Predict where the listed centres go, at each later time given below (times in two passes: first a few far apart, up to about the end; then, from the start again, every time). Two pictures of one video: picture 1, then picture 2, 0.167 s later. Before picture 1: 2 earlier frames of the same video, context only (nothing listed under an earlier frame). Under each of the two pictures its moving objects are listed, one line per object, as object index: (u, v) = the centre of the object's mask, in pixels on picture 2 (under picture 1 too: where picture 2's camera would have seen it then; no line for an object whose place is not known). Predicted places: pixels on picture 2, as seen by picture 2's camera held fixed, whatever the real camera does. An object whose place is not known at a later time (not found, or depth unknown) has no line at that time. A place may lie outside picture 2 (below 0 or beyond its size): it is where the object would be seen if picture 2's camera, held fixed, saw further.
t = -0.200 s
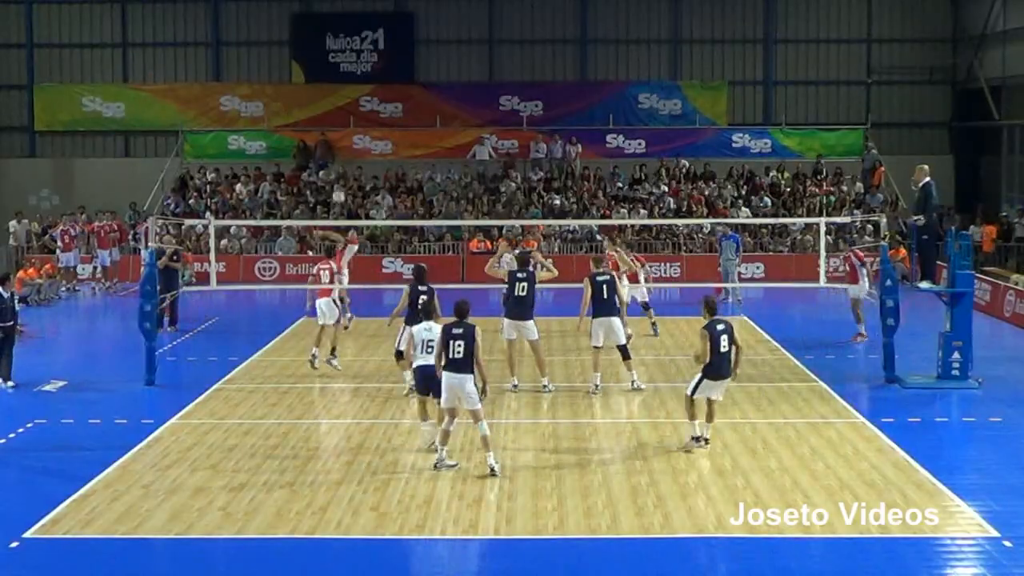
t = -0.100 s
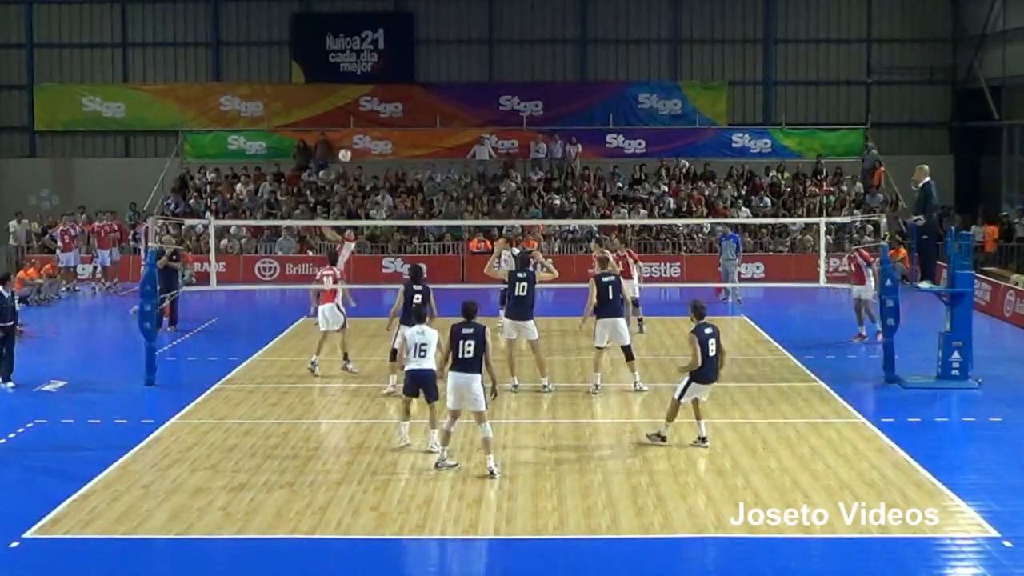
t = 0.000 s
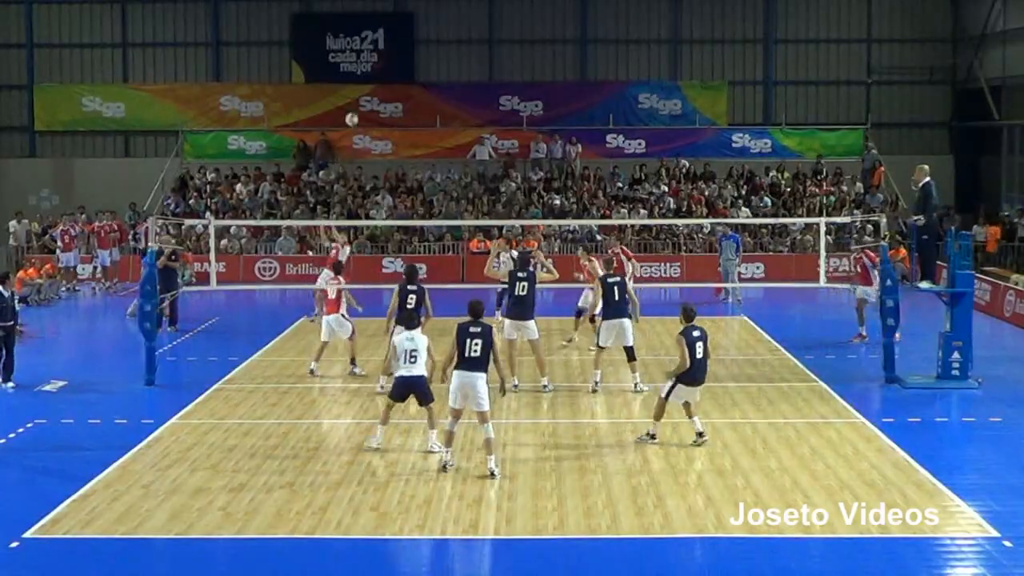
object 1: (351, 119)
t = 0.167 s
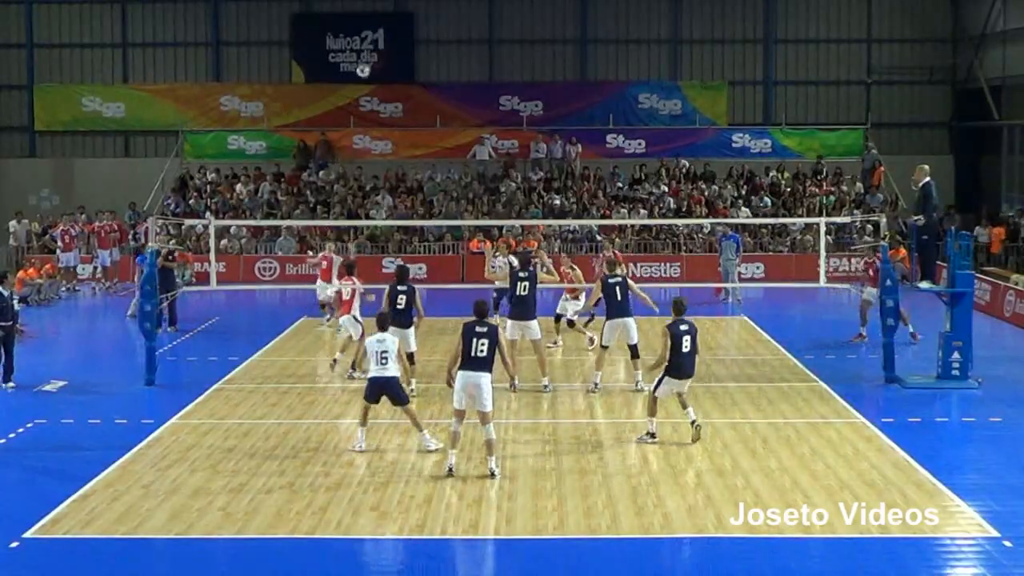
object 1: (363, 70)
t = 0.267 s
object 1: (369, 49)
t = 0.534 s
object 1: (388, 19)
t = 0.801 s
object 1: (407, 30)
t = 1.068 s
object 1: (426, 86)
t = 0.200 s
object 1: (365, 63)
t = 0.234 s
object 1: (367, 56)
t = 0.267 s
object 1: (369, 49)
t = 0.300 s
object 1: (371, 43)
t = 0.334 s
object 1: (374, 38)
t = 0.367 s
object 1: (377, 33)
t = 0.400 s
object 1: (379, 28)
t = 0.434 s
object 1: (381, 25)
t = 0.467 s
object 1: (383, 22)
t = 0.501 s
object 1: (386, 20)
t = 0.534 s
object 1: (388, 19)
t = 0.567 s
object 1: (390, 18)
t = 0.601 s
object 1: (393, 18)
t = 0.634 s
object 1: (395, 18)
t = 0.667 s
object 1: (397, 18)
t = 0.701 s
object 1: (400, 21)
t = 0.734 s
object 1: (402, 23)
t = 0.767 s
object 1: (405, 26)
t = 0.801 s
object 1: (407, 30)
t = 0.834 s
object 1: (410, 35)
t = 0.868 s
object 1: (412, 40)
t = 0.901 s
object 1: (415, 46)
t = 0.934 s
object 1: (417, 52)
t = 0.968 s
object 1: (419, 60)
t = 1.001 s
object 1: (421, 68)
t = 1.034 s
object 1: (424, 76)
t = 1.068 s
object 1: (426, 86)
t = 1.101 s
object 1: (428, 96)
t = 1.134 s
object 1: (431, 107)
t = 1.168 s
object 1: (433, 118)
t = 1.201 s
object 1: (435, 130)
